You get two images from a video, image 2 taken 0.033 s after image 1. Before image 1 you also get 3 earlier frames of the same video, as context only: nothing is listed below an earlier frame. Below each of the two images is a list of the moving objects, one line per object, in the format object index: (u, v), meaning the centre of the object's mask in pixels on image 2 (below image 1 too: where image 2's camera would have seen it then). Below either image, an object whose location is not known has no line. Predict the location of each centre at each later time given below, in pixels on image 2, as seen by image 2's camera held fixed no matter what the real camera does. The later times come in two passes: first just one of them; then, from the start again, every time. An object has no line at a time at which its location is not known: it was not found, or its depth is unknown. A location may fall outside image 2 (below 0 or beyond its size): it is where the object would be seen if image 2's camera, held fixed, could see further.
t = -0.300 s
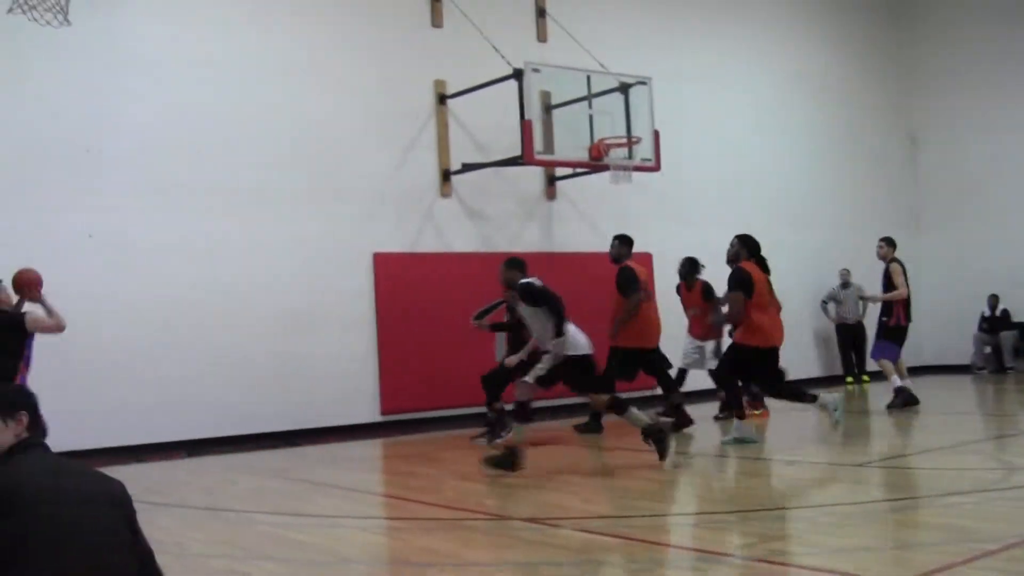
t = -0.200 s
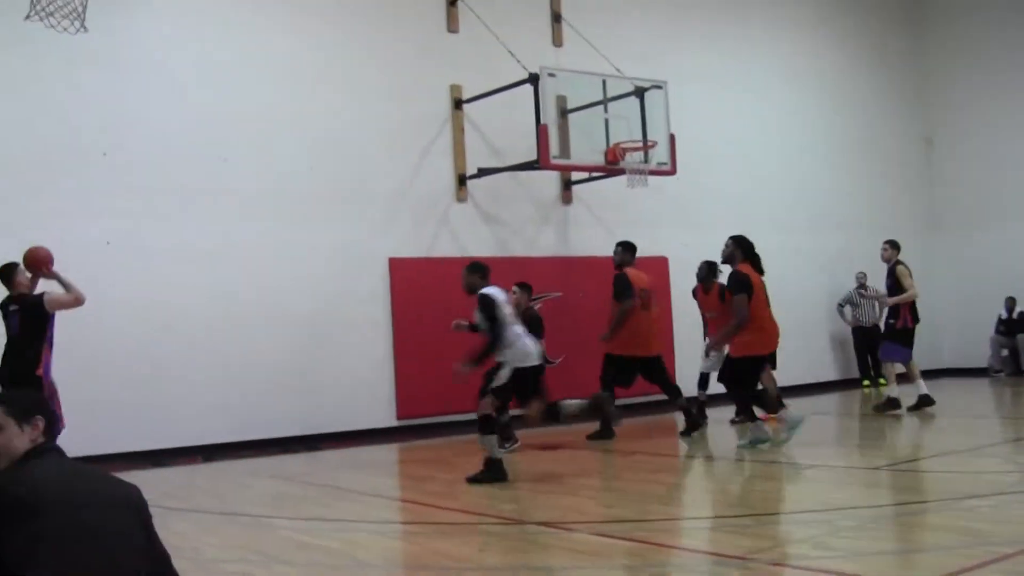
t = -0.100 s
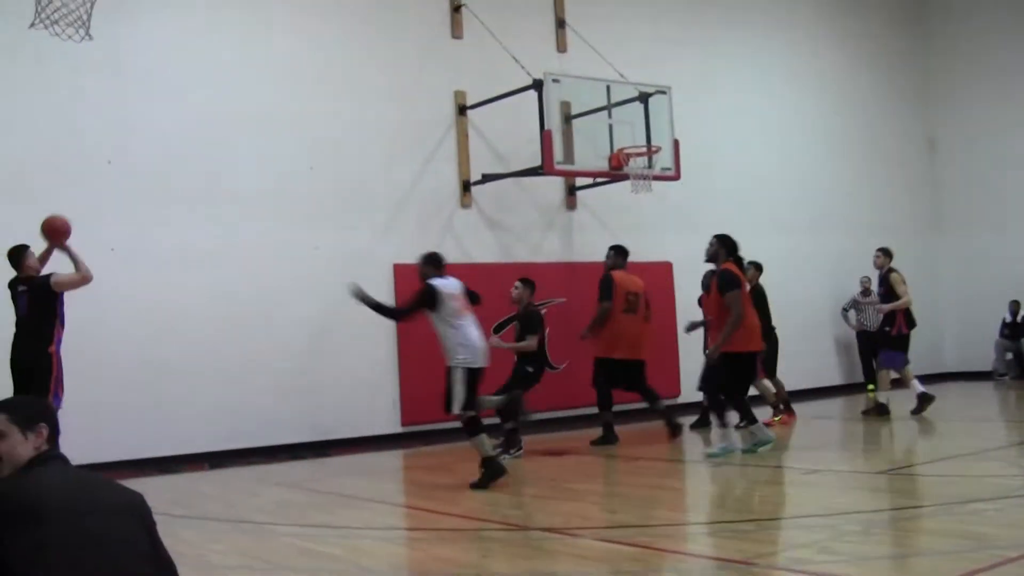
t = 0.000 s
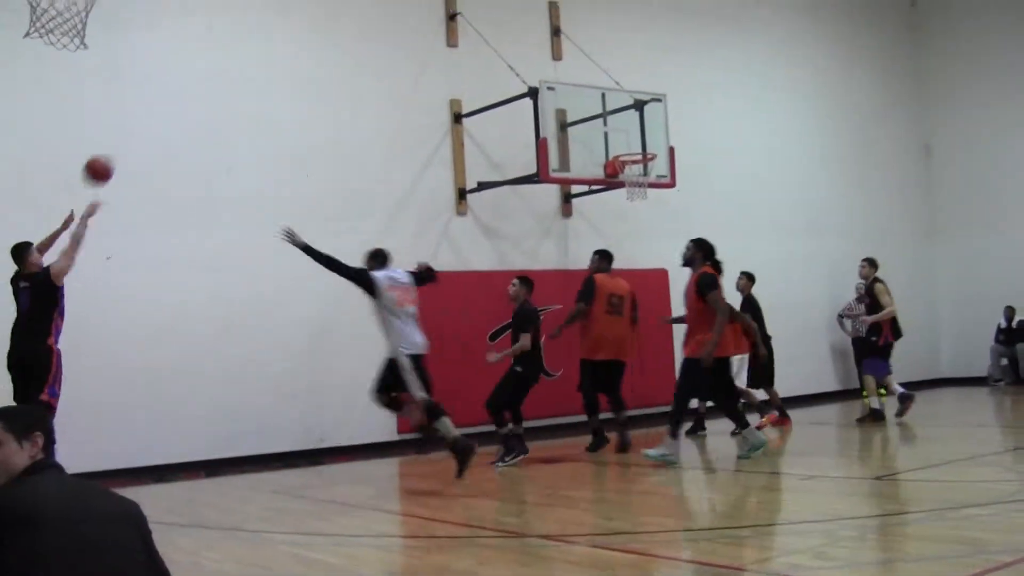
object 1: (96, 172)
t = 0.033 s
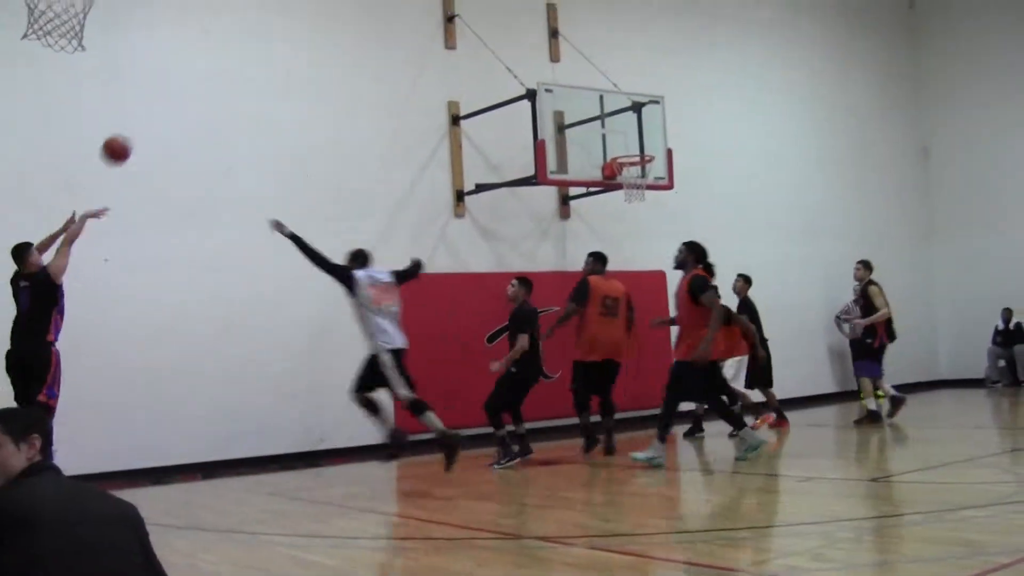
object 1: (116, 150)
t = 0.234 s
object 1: (229, 55)
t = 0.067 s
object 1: (136, 130)
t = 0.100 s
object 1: (155, 112)
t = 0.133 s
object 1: (174, 95)
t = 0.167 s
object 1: (192, 80)
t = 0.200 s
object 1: (211, 67)
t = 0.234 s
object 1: (229, 55)
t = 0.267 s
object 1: (246, 44)
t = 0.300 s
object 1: (263, 35)
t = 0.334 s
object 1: (279, 27)
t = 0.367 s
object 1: (294, 20)
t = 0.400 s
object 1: (311, 14)
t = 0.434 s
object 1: (326, 11)
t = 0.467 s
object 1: (340, 8)
